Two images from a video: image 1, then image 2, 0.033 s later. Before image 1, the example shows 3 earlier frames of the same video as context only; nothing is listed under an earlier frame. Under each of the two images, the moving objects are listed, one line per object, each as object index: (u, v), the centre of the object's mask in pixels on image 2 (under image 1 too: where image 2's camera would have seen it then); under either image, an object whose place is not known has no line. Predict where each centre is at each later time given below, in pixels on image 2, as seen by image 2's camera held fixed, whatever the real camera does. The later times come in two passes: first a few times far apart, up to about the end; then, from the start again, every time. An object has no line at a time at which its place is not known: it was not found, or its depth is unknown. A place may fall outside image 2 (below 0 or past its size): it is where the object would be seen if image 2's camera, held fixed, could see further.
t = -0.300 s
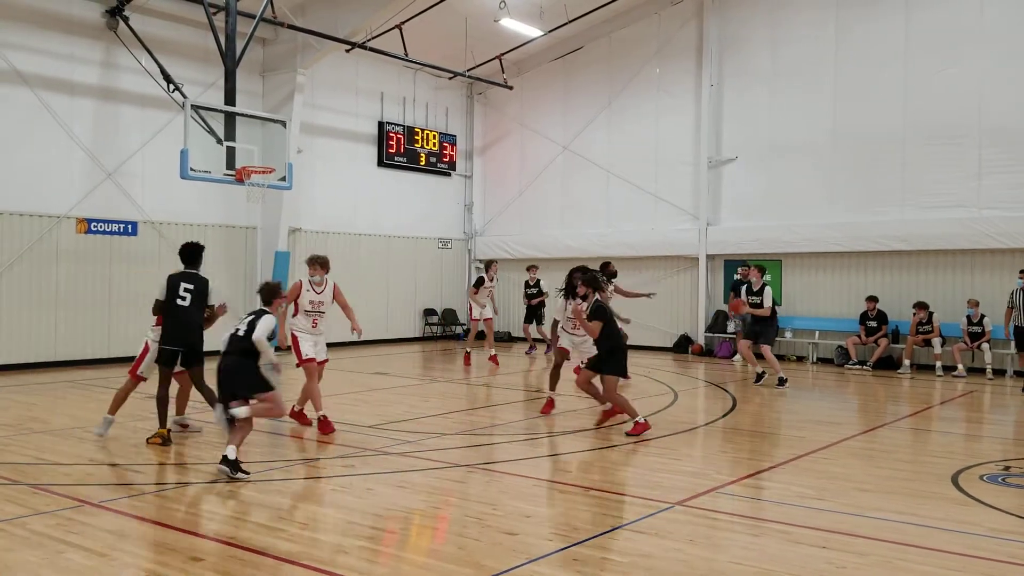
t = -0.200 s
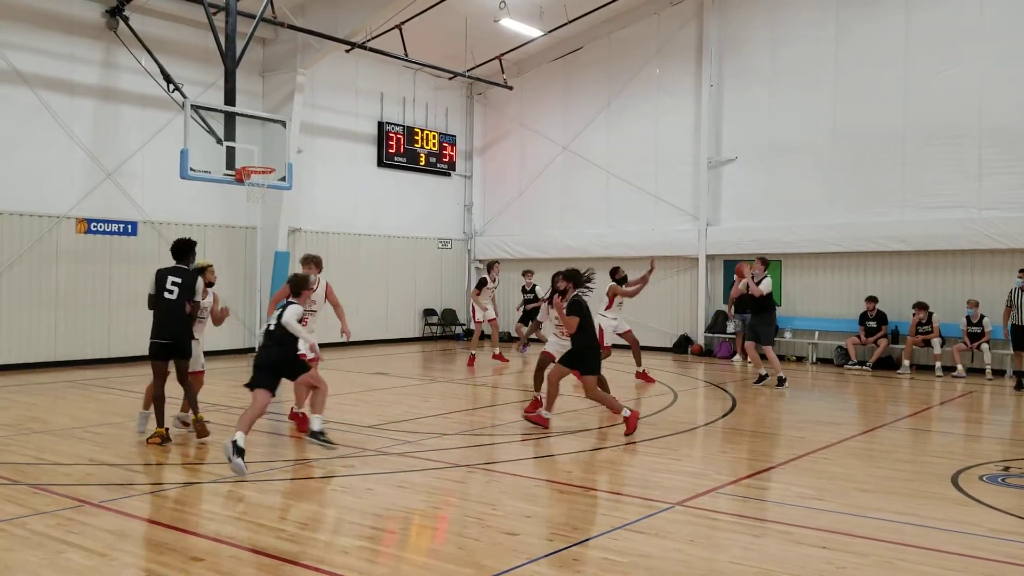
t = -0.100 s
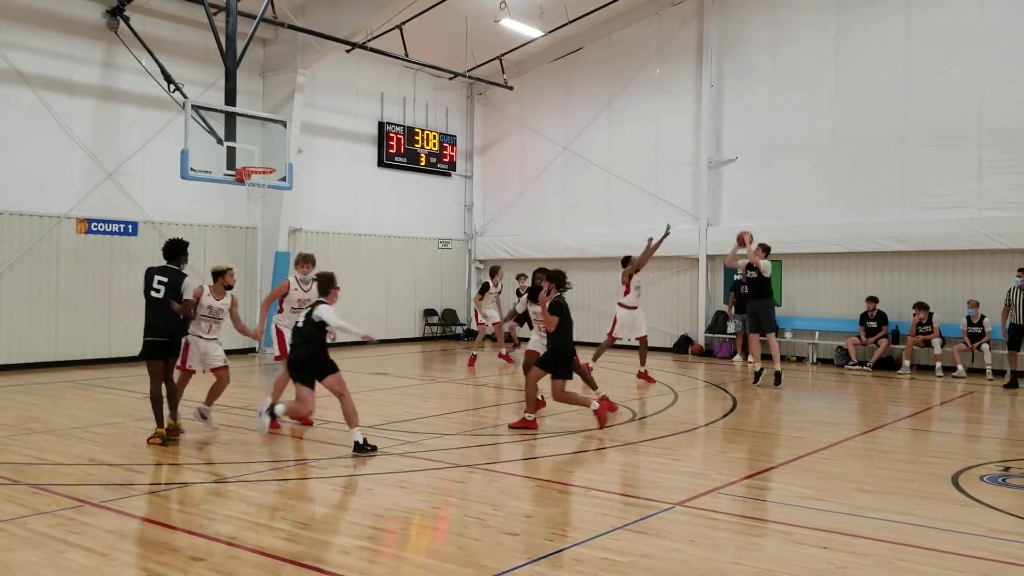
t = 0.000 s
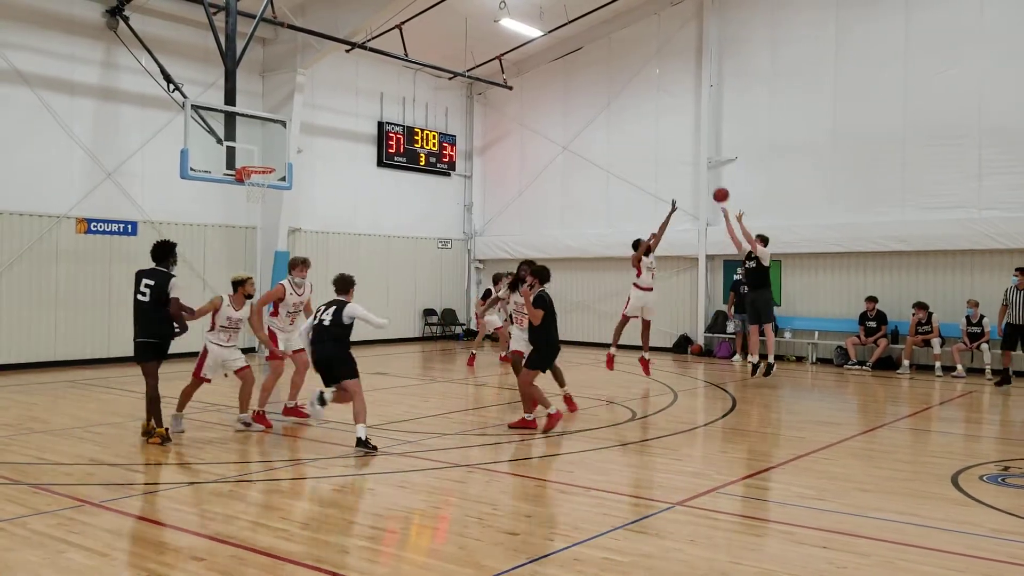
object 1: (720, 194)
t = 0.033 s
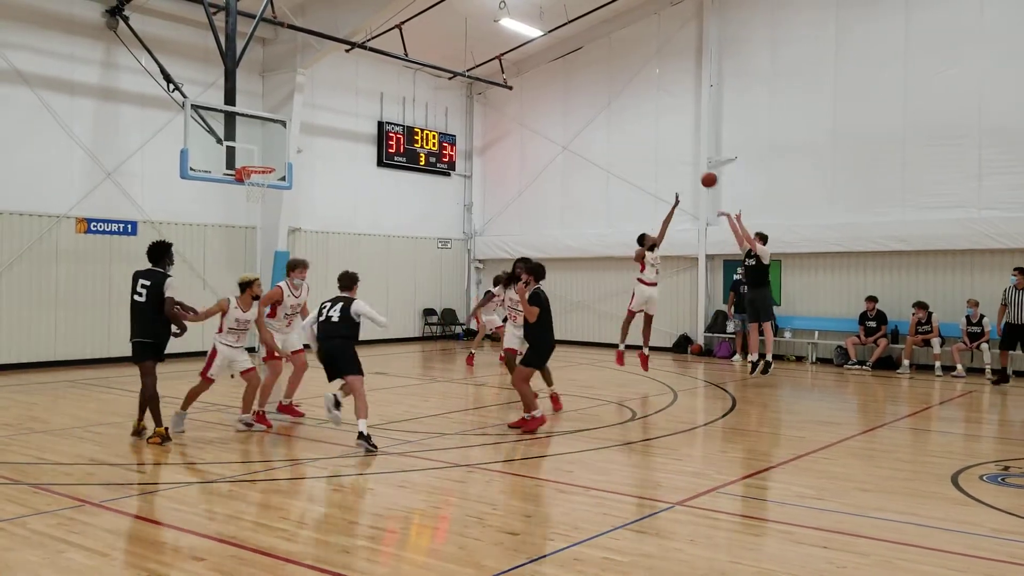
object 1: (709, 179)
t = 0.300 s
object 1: (616, 90)
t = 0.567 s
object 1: (524, 46)
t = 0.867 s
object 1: (421, 53)
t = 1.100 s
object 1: (341, 100)
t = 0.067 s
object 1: (697, 166)
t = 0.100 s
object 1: (686, 153)
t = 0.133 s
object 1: (674, 141)
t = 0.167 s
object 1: (662, 129)
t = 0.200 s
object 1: (651, 118)
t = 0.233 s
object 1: (639, 108)
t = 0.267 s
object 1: (628, 98)
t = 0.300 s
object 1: (616, 90)
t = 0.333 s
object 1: (605, 82)
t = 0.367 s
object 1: (593, 74)
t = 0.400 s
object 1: (581, 68)
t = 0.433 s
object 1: (570, 62)
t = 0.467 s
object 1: (558, 57)
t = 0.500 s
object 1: (547, 53)
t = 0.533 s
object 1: (536, 50)
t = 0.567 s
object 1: (524, 46)
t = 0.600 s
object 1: (512, 44)
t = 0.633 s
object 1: (501, 43)
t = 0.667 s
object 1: (489, 42)
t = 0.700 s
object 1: (478, 42)
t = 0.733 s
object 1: (467, 43)
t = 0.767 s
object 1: (455, 44)
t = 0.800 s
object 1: (444, 46)
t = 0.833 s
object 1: (432, 49)
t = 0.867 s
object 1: (421, 53)
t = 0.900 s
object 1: (410, 58)
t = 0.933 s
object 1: (398, 63)
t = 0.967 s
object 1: (387, 69)
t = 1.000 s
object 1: (375, 76)
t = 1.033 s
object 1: (364, 83)
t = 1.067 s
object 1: (353, 91)
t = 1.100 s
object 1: (341, 100)
